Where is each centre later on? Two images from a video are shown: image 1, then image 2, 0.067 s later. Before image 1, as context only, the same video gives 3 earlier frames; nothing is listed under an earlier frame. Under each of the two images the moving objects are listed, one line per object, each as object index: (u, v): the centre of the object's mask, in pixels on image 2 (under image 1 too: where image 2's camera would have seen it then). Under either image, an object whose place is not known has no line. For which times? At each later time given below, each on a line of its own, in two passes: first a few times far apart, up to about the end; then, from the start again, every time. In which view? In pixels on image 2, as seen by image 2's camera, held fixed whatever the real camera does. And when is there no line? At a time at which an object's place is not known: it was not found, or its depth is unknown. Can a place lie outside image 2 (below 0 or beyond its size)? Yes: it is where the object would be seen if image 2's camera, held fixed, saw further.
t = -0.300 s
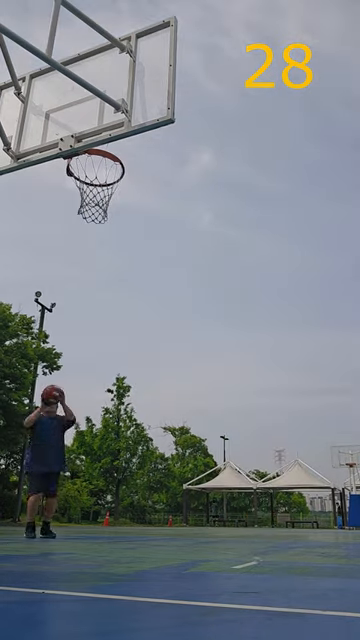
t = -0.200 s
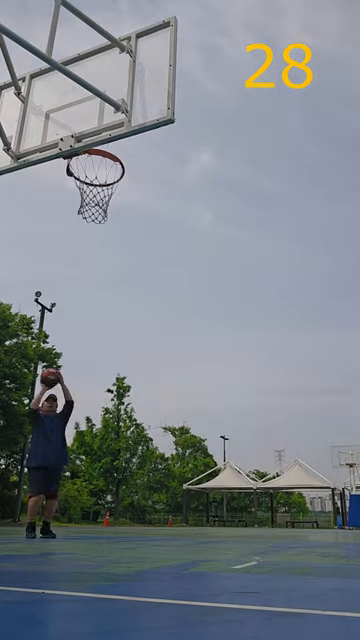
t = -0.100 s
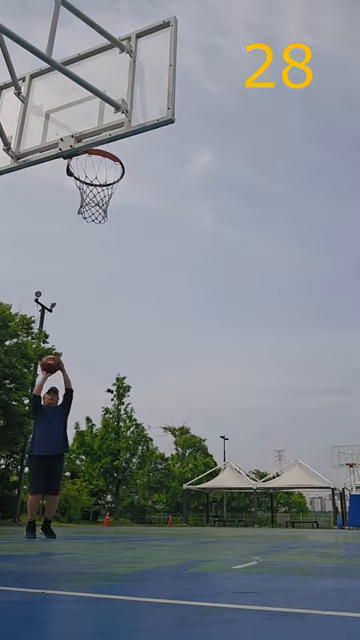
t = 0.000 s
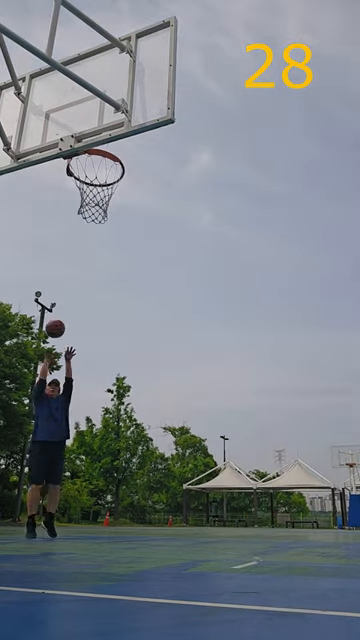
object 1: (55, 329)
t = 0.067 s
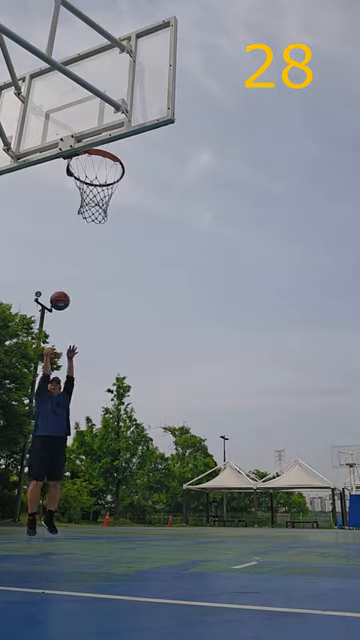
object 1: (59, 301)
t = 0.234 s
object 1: (70, 242)
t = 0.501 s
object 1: (85, 181)
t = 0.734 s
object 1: (97, 166)
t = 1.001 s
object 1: (100, 182)
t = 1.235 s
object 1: (90, 243)
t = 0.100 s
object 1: (62, 288)
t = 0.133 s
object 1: (64, 275)
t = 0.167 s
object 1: (66, 264)
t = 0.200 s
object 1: (68, 253)
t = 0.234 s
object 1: (70, 242)
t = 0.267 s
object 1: (72, 232)
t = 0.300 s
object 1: (74, 223)
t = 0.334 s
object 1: (76, 215)
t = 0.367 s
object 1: (77, 207)
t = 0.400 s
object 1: (79, 199)
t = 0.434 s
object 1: (81, 193)
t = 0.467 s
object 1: (83, 186)
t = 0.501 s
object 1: (85, 181)
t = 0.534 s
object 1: (87, 175)
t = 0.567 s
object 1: (89, 172)
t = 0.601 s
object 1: (91, 168)
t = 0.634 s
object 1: (92, 166)
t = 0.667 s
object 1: (94, 165)
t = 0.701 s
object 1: (95, 166)
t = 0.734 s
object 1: (97, 166)
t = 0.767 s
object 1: (98, 166)
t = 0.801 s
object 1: (100, 168)
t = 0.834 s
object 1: (102, 170)
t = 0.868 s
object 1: (104, 173)
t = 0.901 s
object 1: (103, 176)
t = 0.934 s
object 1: (103, 177)
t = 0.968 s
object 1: (102, 179)
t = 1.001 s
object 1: (100, 182)
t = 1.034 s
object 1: (99, 189)
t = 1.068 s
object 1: (98, 194)
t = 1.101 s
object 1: (97, 202)
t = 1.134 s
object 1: (95, 210)
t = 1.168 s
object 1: (94, 220)
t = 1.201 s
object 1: (92, 231)
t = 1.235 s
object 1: (90, 243)
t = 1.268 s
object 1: (88, 257)
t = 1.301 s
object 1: (86, 273)
